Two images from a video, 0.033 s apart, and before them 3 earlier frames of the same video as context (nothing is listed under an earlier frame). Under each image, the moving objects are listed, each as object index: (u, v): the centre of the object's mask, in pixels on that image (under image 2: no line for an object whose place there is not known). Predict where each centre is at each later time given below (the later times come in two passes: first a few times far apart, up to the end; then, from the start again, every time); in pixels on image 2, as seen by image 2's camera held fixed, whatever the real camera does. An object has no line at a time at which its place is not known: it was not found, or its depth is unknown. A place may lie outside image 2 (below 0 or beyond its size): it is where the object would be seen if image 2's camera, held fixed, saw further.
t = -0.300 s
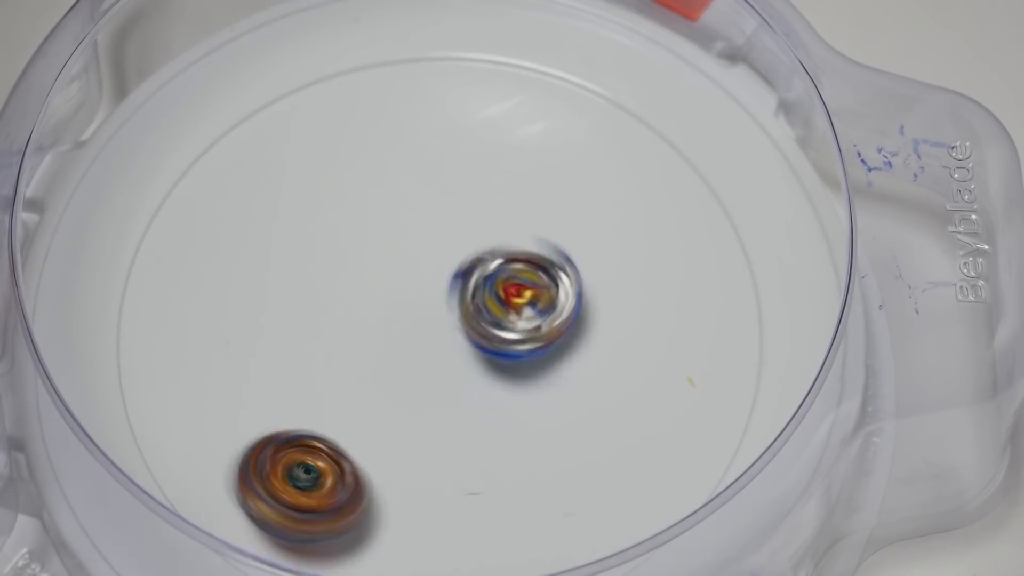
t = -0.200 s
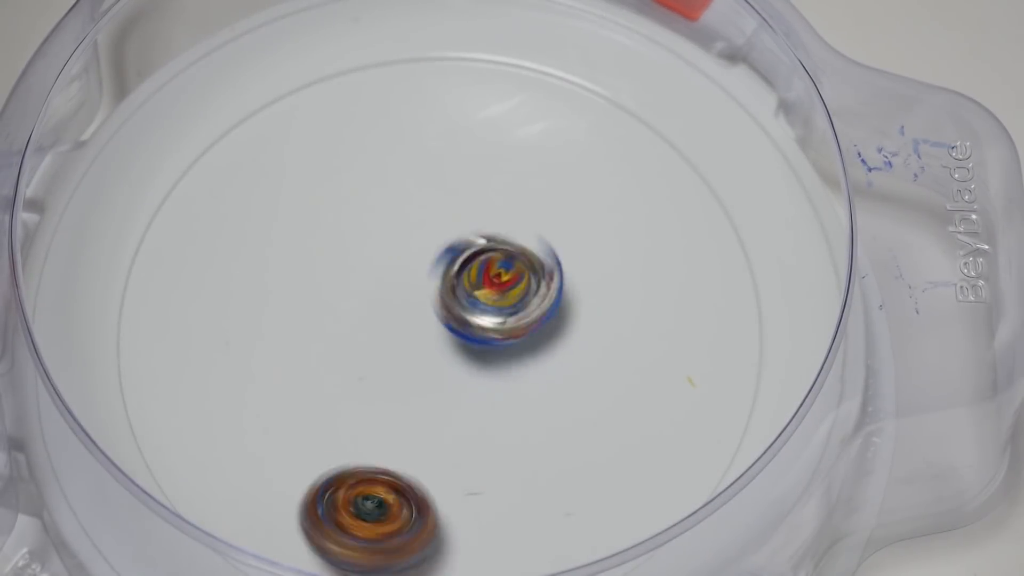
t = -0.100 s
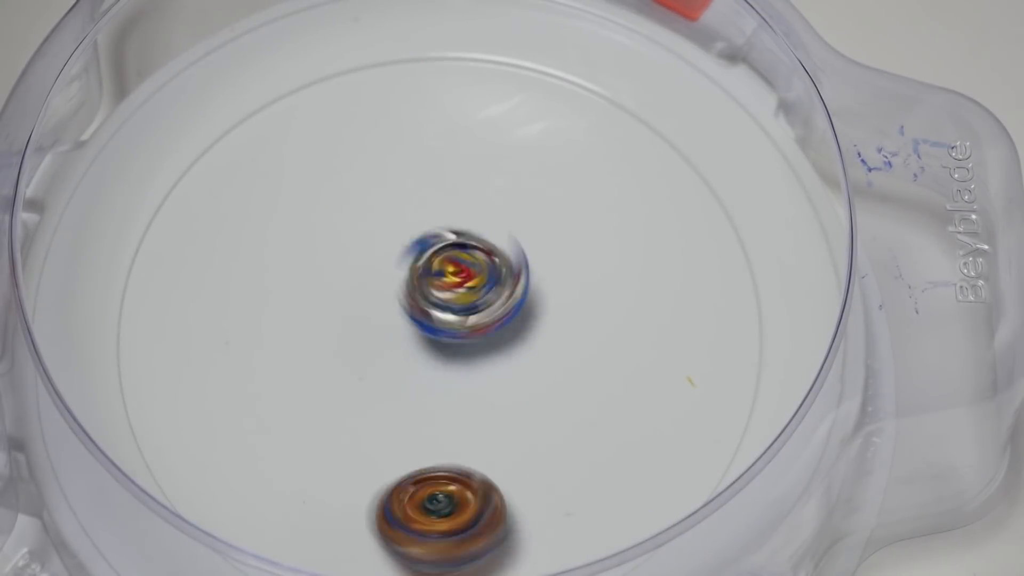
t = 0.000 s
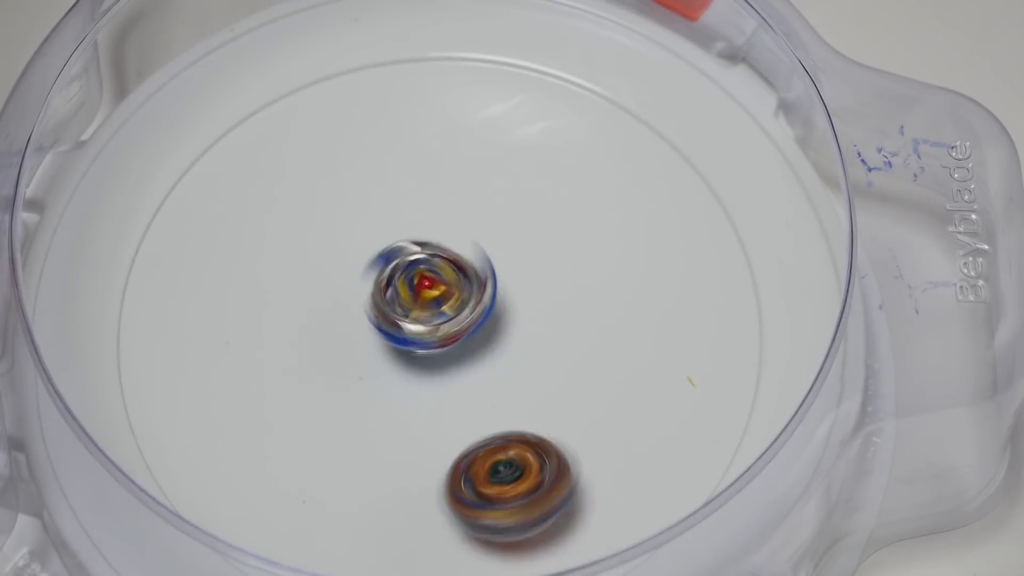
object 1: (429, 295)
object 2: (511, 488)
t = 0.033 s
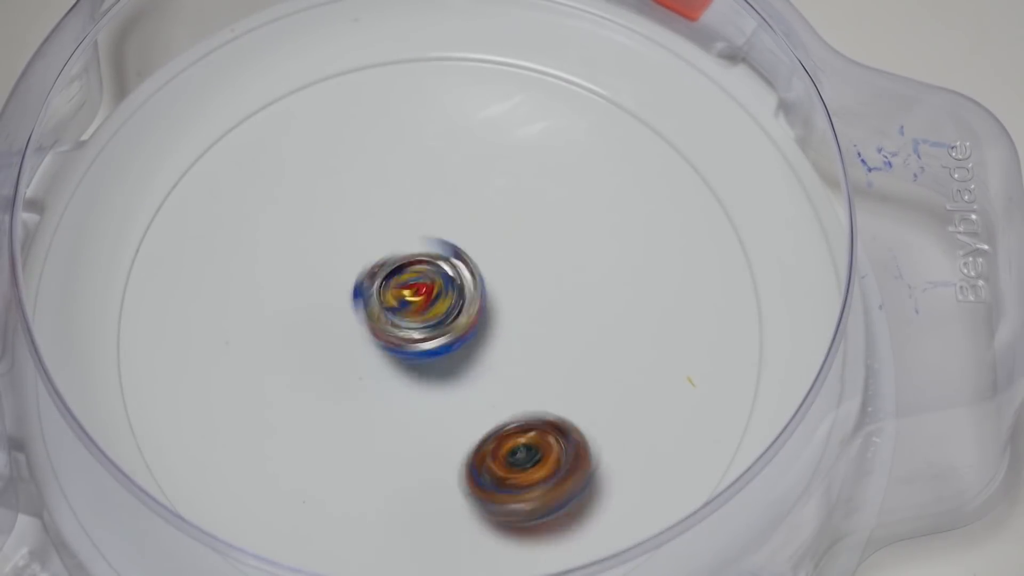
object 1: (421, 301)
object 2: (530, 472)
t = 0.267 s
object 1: (420, 329)
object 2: (583, 319)
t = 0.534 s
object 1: (436, 294)
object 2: (482, 169)
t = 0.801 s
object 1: (407, 287)
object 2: (321, 154)
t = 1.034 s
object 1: (421, 288)
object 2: (257, 281)
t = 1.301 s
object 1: (420, 281)
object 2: (333, 432)
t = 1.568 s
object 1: (420, 280)
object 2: (527, 435)
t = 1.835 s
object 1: (420, 280)
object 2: (604, 306)
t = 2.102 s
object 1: (420, 280)
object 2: (495, 183)
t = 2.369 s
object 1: (421, 281)
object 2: (327, 196)
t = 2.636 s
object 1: (420, 280)
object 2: (257, 324)
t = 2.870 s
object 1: (420, 280)
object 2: (352, 409)
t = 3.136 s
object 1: (420, 280)
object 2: (518, 361)
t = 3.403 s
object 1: (420, 280)
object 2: (538, 221)
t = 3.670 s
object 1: (420, 280)
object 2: (423, 154)
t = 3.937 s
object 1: (425, 281)
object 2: (318, 252)
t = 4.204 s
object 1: (444, 271)
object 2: (367, 369)
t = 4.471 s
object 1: (480, 244)
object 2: (510, 358)
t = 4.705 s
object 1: (430, 233)
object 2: (528, 289)
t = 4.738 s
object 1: (419, 236)
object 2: (518, 280)
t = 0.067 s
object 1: (414, 307)
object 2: (545, 453)
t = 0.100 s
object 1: (411, 313)
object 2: (562, 434)
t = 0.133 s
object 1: (409, 321)
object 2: (569, 410)
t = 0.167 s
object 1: (410, 326)
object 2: (577, 386)
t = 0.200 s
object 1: (413, 330)
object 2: (582, 365)
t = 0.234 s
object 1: (415, 331)
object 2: (584, 341)
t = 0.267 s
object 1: (420, 329)
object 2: (583, 319)
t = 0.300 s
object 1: (425, 328)
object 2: (577, 296)
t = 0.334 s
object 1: (429, 326)
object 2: (571, 275)
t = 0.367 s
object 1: (433, 324)
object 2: (560, 255)
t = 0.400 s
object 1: (438, 319)
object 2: (549, 234)
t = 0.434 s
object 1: (438, 314)
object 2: (533, 213)
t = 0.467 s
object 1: (440, 306)
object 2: (517, 195)
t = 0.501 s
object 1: (439, 300)
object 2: (502, 181)
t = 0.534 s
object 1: (436, 294)
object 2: (482, 169)
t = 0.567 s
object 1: (433, 289)
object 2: (462, 157)
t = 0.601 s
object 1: (428, 288)
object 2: (442, 147)
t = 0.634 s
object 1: (424, 286)
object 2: (420, 139)
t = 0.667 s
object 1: (418, 284)
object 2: (398, 137)
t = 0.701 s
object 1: (414, 284)
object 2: (375, 135)
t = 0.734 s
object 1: (411, 284)
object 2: (357, 138)
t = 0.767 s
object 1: (408, 285)
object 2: (338, 145)
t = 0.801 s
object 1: (407, 287)
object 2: (321, 154)
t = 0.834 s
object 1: (407, 288)
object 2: (306, 167)
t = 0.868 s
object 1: (408, 292)
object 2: (294, 181)
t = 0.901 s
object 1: (411, 293)
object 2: (282, 199)
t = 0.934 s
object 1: (414, 292)
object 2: (273, 218)
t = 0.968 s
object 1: (418, 291)
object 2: (266, 240)
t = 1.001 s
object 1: (419, 290)
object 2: (260, 262)
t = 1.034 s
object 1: (421, 288)
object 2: (257, 281)
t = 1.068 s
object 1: (422, 285)
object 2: (255, 303)
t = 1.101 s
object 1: (421, 282)
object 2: (257, 323)
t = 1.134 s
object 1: (419, 280)
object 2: (262, 345)
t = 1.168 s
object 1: (417, 280)
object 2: (270, 366)
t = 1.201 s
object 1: (416, 281)
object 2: (282, 385)
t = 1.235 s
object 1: (417, 282)
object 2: (296, 402)
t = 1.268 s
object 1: (419, 282)
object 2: (314, 418)
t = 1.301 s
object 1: (420, 281)
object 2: (333, 432)
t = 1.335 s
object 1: (420, 280)
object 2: (357, 443)
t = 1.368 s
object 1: (419, 280)
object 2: (380, 452)
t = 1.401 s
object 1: (419, 280)
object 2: (406, 458)
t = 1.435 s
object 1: (420, 280)
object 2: (432, 461)
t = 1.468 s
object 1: (420, 280)
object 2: (457, 458)
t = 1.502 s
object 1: (420, 280)
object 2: (483, 454)
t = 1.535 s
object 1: (420, 280)
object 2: (505, 447)
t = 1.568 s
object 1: (420, 280)
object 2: (527, 435)
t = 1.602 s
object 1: (420, 280)
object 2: (546, 424)
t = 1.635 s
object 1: (420, 280)
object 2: (565, 409)
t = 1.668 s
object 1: (420, 280)
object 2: (579, 394)
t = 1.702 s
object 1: (420, 280)
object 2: (593, 380)
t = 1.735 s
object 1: (420, 280)
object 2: (600, 363)
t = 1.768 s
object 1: (420, 280)
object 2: (606, 343)
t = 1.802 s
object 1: (420, 280)
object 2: (606, 325)
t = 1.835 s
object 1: (420, 280)
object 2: (604, 306)
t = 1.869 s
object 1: (420, 280)
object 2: (597, 288)
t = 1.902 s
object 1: (420, 280)
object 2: (589, 268)
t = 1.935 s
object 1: (420, 280)
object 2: (577, 251)
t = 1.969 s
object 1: (420, 280)
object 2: (562, 231)
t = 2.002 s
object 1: (420, 280)
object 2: (549, 216)
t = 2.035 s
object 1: (420, 280)
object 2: (530, 203)
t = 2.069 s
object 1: (420, 280)
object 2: (515, 191)
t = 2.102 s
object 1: (420, 280)
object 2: (495, 183)
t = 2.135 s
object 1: (420, 280)
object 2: (476, 175)
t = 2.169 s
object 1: (420, 280)
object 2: (453, 170)
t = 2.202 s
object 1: (420, 280)
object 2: (432, 168)
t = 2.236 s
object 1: (420, 280)
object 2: (410, 168)
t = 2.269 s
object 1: (420, 281)
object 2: (389, 170)
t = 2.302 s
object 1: (420, 281)
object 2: (367, 176)
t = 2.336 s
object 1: (420, 281)
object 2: (348, 185)
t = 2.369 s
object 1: (421, 281)
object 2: (327, 196)
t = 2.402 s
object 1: (420, 280)
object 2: (311, 206)
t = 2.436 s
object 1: (420, 280)
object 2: (295, 221)
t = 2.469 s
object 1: (420, 280)
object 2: (283, 236)
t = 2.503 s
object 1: (420, 280)
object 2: (272, 253)
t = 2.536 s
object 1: (420, 280)
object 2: (263, 272)
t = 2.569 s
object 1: (420, 280)
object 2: (258, 287)
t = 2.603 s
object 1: (420, 280)
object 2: (255, 306)
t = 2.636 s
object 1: (420, 280)
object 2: (257, 324)
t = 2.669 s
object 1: (420, 280)
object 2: (260, 340)
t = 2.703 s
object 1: (420, 280)
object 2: (271, 357)
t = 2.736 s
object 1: (420, 280)
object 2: (280, 371)
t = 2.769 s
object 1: (420, 280)
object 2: (296, 385)
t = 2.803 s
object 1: (420, 280)
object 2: (311, 396)
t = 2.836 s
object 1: (420, 280)
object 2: (333, 404)
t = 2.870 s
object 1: (420, 280)
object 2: (352, 409)
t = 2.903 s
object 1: (420, 280)
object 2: (379, 413)
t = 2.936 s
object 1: (420, 280)
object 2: (400, 413)
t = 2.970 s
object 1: (420, 280)
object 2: (426, 411)
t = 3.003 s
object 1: (420, 280)
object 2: (448, 405)
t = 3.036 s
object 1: (420, 280)
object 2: (469, 397)
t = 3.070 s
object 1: (420, 280)
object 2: (487, 388)
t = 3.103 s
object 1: (420, 280)
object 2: (504, 375)
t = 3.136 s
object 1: (420, 280)
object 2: (518, 361)
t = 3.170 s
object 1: (420, 280)
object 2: (532, 347)
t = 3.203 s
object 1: (420, 280)
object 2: (541, 330)
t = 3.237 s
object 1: (420, 280)
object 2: (549, 311)
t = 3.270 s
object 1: (420, 280)
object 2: (552, 294)
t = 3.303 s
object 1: (420, 280)
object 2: (553, 275)
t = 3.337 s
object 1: (420, 280)
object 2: (550, 257)
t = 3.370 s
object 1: (420, 280)
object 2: (548, 241)
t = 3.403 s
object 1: (420, 280)
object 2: (538, 221)
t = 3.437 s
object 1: (420, 280)
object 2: (530, 207)
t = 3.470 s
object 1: (420, 280)
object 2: (516, 190)
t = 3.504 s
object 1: (420, 280)
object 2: (505, 178)
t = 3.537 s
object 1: (420, 280)
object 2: (488, 167)
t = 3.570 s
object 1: (420, 280)
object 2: (473, 159)
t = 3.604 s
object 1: (420, 280)
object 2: (456, 155)
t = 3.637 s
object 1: (420, 280)
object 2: (440, 152)
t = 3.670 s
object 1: (420, 280)
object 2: (423, 154)
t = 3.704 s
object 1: (420, 280)
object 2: (405, 158)
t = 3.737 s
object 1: (420, 281)
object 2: (389, 166)
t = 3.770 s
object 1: (420, 281)
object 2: (374, 174)
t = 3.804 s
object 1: (421, 281)
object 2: (359, 184)
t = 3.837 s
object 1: (421, 281)
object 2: (344, 198)
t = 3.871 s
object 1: (423, 282)
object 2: (331, 215)
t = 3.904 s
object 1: (425, 282)
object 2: (324, 233)
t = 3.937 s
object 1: (425, 281)
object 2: (318, 252)
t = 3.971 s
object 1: (428, 280)
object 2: (315, 271)
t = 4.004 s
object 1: (432, 277)
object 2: (310, 290)
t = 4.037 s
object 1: (435, 275)
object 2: (313, 308)
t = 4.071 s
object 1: (437, 273)
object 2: (317, 325)
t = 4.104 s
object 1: (439, 273)
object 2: (326, 340)
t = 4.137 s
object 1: (440, 272)
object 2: (336, 352)
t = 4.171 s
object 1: (442, 271)
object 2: (352, 364)
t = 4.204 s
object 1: (444, 271)
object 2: (367, 369)
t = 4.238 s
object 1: (449, 270)
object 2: (386, 374)
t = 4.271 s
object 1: (457, 270)
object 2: (407, 377)
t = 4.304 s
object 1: (466, 274)
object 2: (427, 376)
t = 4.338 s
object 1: (475, 274)
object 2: (451, 375)
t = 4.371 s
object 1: (482, 263)
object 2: (469, 379)
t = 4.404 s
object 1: (484, 253)
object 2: (486, 376)
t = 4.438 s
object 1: (483, 247)
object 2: (500, 368)
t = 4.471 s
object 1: (480, 244)
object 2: (510, 358)
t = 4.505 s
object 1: (478, 243)
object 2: (520, 345)
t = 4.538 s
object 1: (477, 243)
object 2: (525, 331)
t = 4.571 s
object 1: (471, 238)
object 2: (529, 323)
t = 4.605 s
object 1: (465, 236)
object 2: (531, 312)
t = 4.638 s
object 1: (454, 233)
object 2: (533, 304)
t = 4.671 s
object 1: (441, 231)
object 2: (533, 298)
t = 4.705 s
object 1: (430, 233)
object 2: (528, 289)
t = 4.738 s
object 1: (419, 236)
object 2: (518, 280)
